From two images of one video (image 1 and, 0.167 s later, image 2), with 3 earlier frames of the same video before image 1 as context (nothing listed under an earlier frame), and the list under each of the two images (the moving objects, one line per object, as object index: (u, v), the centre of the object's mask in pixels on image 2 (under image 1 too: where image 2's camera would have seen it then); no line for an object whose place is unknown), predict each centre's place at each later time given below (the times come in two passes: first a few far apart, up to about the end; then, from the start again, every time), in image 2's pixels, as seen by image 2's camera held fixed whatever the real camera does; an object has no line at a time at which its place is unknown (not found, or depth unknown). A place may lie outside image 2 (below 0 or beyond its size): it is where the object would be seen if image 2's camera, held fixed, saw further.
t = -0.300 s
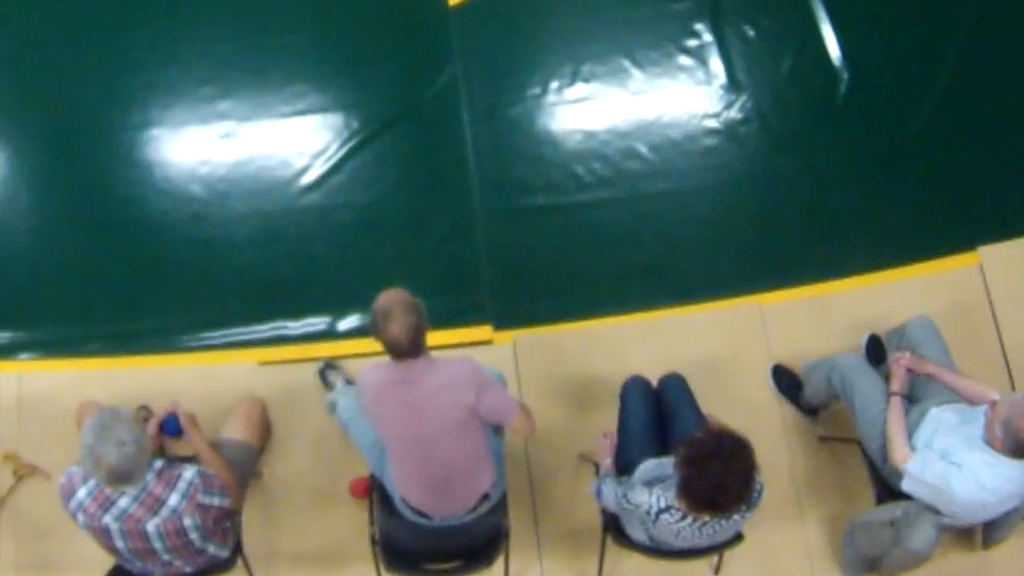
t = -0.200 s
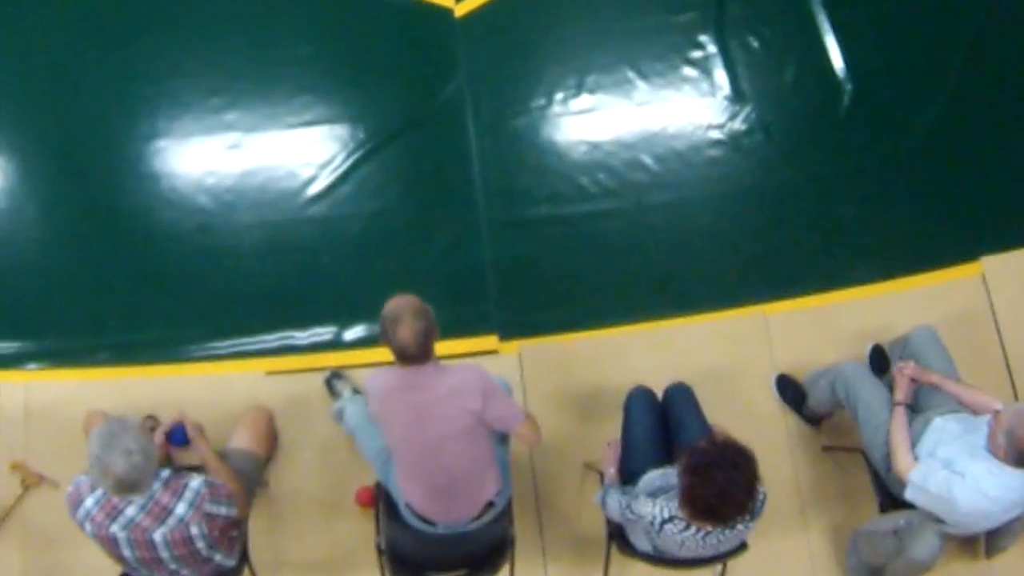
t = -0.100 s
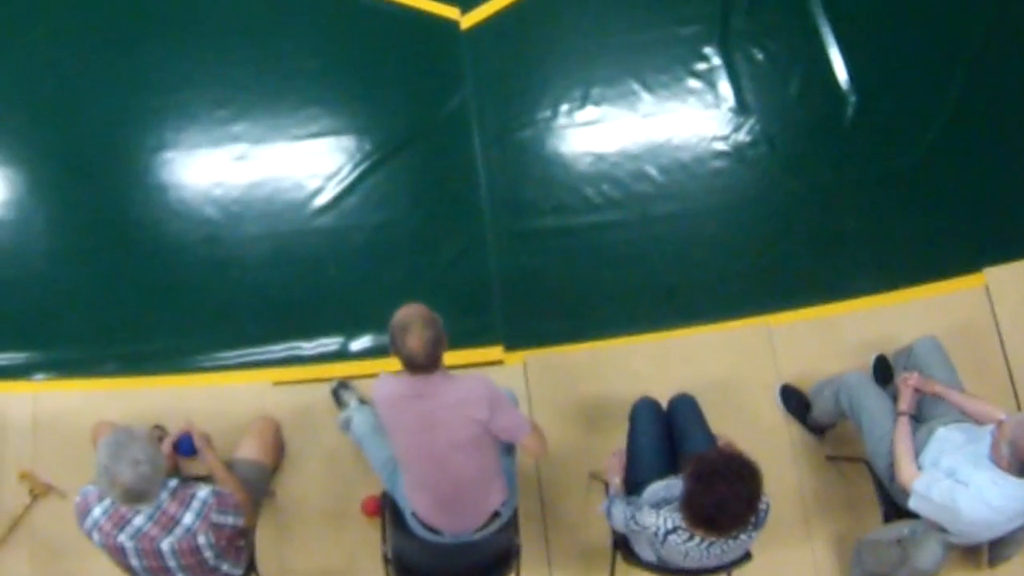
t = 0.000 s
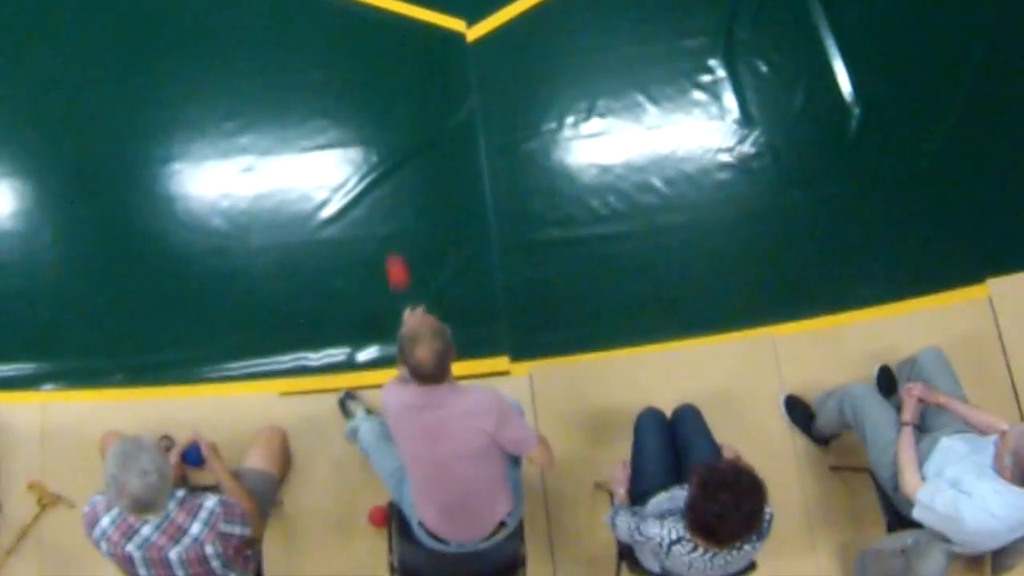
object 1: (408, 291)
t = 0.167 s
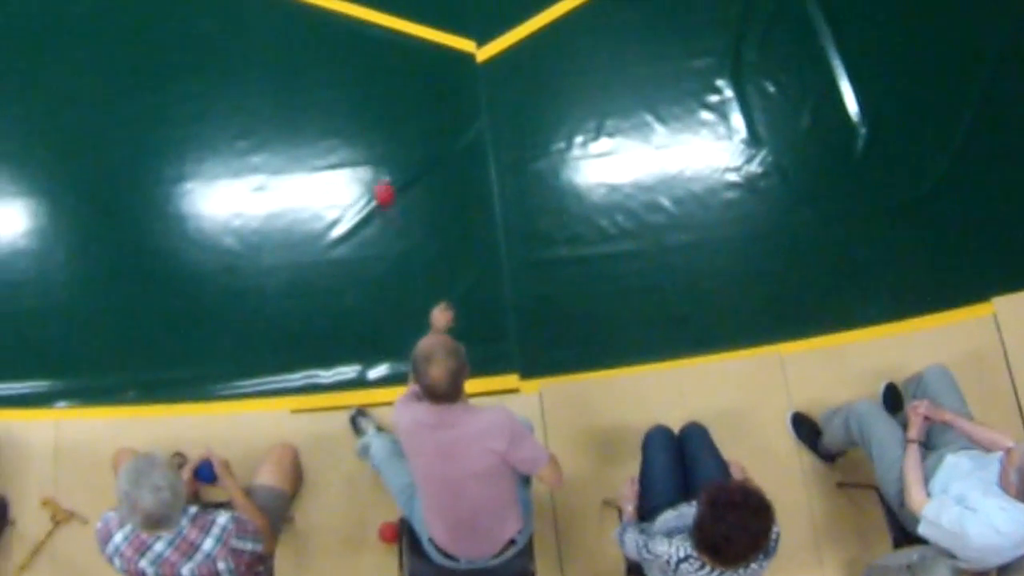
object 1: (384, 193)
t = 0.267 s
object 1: (372, 145)
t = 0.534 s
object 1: (345, 47)
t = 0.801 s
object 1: (321, -36)
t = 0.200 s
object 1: (380, 177)
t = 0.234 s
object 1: (376, 160)
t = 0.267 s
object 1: (372, 145)
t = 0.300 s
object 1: (368, 133)
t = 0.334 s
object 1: (365, 120)
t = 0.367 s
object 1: (362, 108)
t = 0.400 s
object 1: (358, 95)
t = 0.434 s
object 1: (355, 82)
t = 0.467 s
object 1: (352, 70)
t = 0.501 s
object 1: (349, 59)
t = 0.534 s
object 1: (345, 47)
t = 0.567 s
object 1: (342, 36)
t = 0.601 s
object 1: (339, 25)
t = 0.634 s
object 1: (336, 17)
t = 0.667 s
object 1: (333, 4)
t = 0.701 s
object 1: (330, -8)
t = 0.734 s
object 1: (327, -20)
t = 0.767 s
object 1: (324, -28)
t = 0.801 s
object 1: (321, -36)
